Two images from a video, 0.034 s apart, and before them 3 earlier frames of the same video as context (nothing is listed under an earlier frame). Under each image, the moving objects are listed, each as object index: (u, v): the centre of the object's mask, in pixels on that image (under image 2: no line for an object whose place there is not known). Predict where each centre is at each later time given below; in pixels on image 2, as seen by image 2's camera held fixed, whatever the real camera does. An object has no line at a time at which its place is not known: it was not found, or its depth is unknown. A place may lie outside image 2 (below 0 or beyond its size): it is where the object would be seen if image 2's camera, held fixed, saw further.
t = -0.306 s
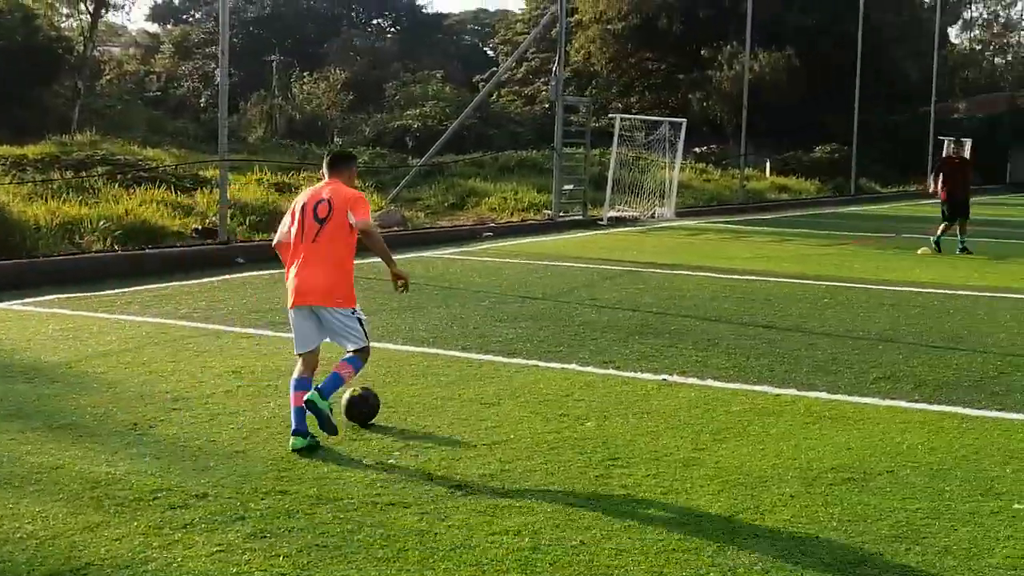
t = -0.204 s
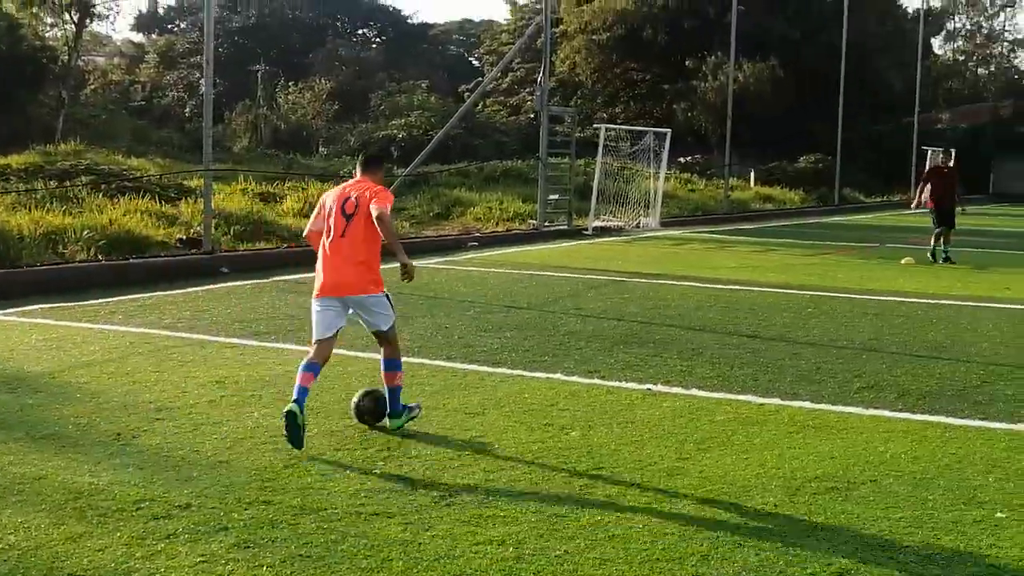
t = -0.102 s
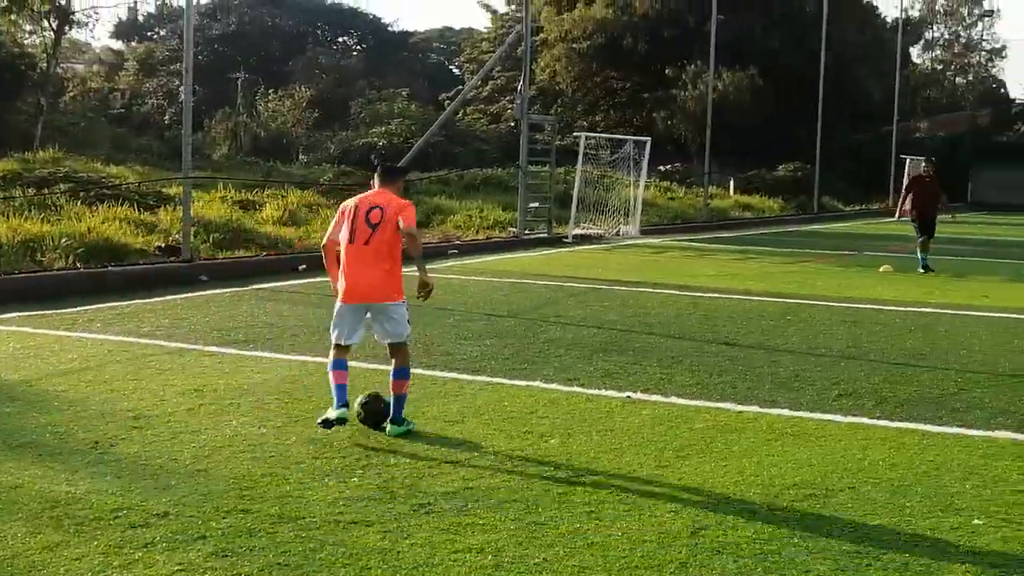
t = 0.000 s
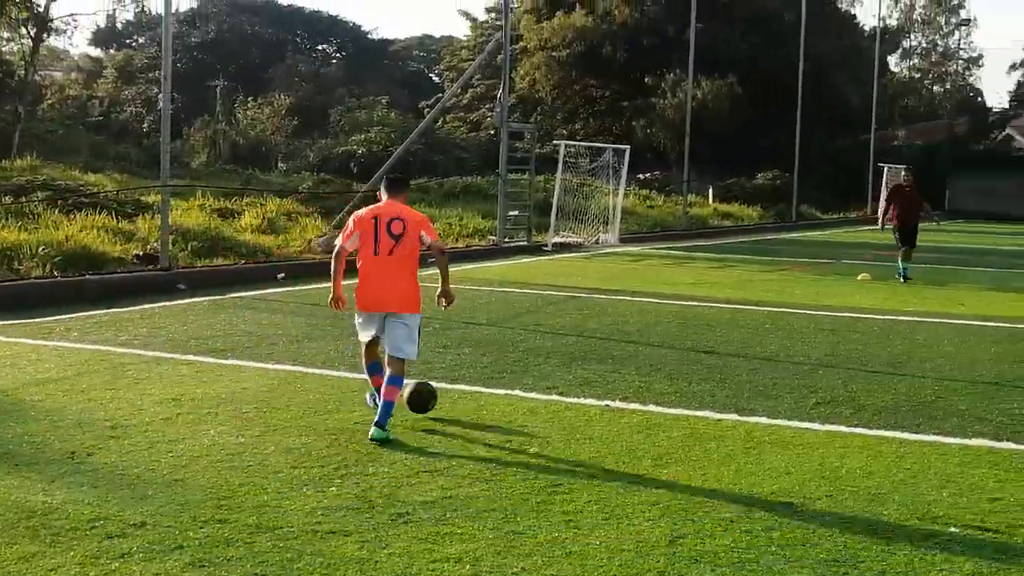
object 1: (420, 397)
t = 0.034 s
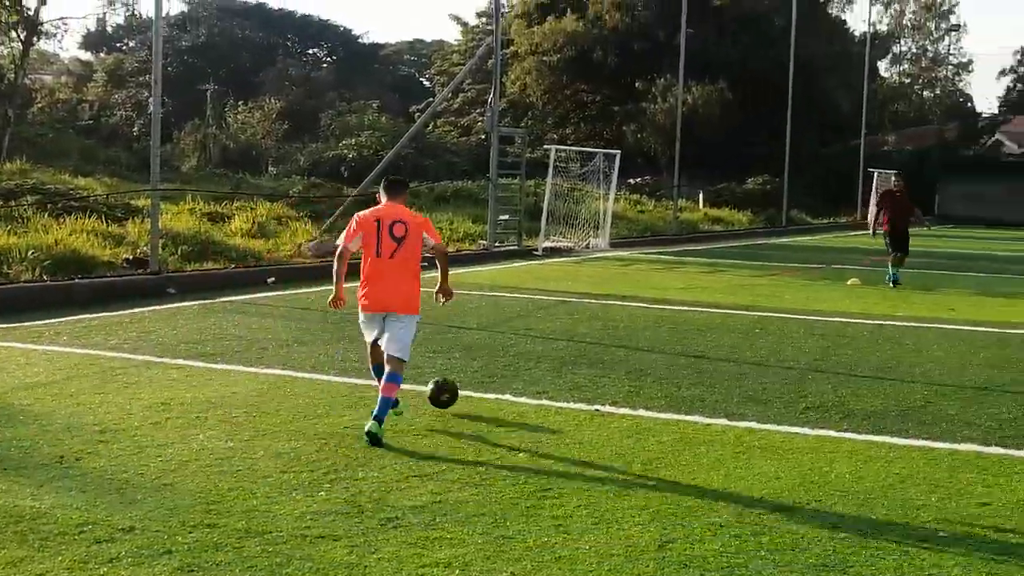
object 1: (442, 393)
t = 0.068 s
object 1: (471, 386)
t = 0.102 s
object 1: (499, 382)
